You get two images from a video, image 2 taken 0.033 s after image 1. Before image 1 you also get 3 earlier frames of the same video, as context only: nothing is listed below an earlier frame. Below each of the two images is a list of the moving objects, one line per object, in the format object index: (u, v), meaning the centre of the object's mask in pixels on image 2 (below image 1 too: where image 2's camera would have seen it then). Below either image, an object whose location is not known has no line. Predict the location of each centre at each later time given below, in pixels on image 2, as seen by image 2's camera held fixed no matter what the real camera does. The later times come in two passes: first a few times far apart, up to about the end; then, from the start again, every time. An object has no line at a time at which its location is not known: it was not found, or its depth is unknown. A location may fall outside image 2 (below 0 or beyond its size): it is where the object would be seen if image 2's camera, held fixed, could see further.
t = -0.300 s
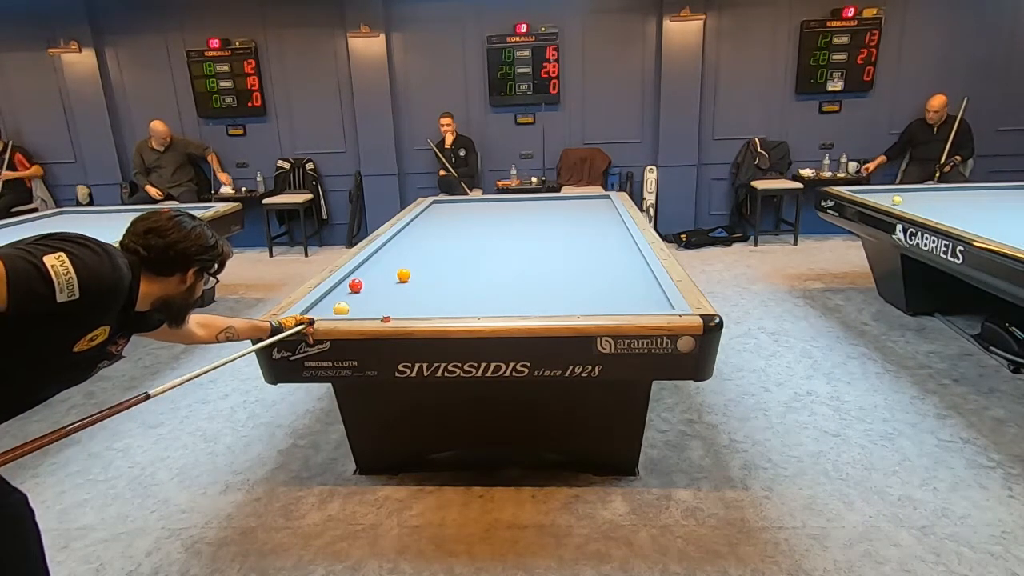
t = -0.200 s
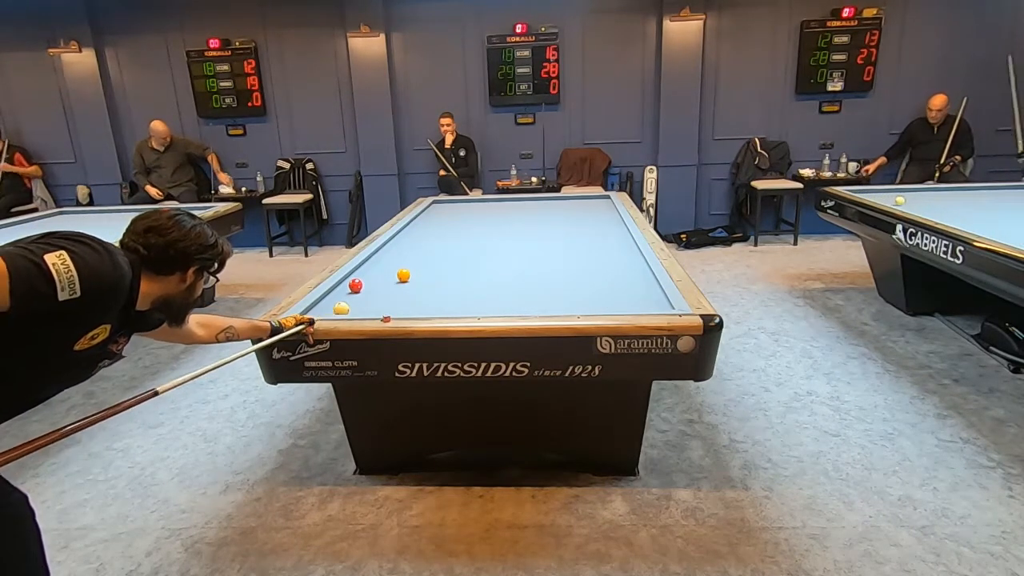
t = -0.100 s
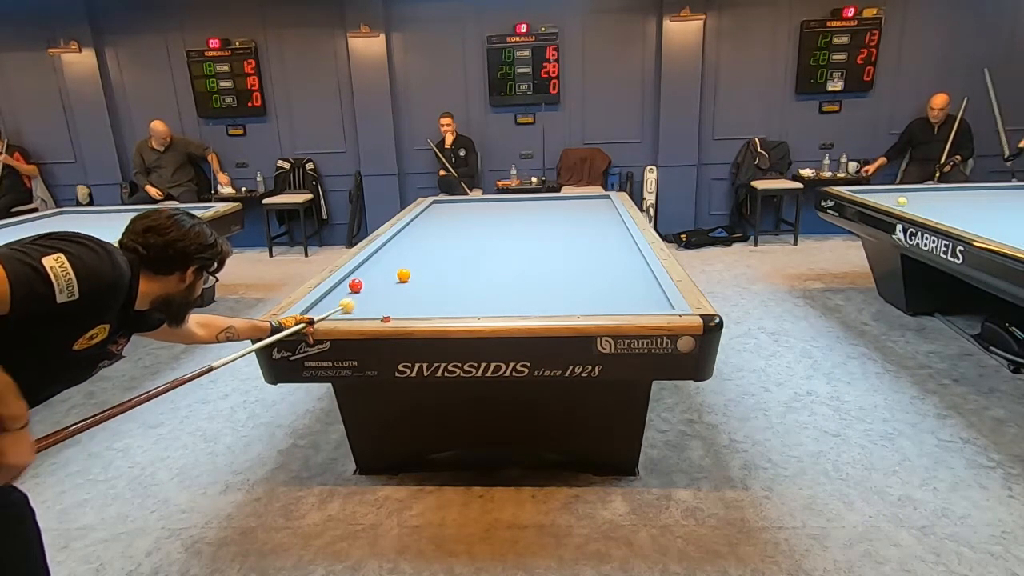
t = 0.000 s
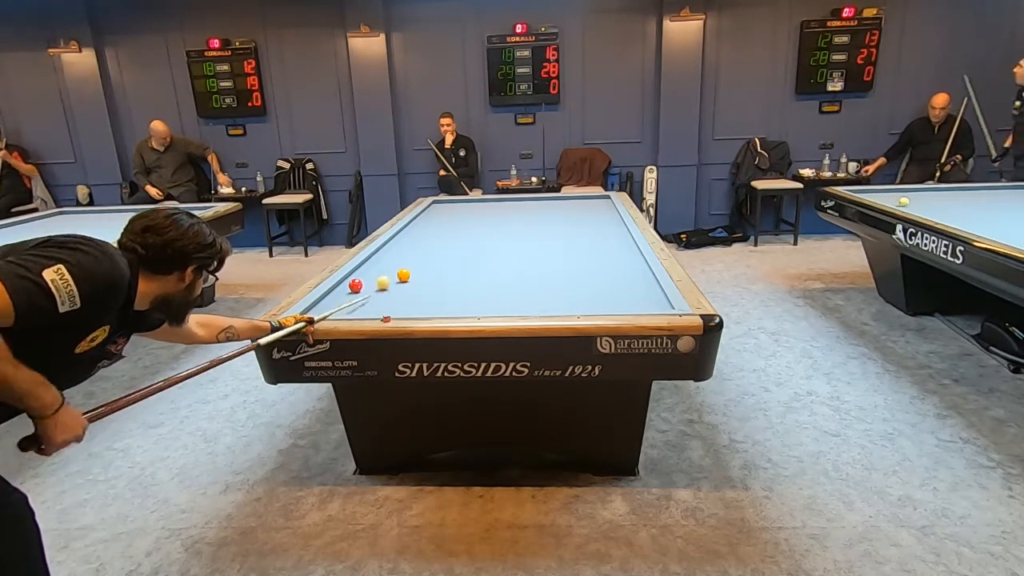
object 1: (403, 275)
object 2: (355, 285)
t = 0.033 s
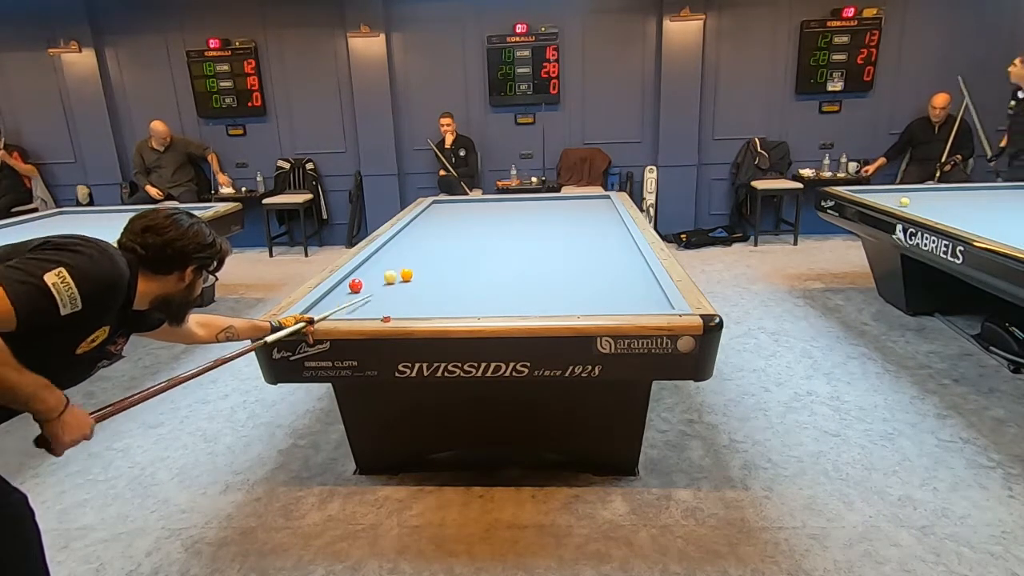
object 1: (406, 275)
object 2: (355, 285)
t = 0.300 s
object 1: (501, 253)
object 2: (355, 285)
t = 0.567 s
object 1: (563, 240)
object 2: (355, 285)
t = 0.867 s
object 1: (620, 227)
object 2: (354, 284)
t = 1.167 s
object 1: (585, 220)
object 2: (355, 285)
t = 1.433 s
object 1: (559, 215)
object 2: (355, 285)
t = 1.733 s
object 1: (534, 210)
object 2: (355, 285)
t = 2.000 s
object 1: (514, 206)
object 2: (355, 285)
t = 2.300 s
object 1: (493, 202)
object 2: (355, 285)
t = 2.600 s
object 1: (473, 200)
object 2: (355, 285)
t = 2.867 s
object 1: (453, 203)
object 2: (355, 285)
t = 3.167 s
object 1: (430, 207)
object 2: (355, 285)
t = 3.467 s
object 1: (439, 208)
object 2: (355, 285)
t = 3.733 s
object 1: (447, 210)
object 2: (355, 285)
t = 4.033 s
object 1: (457, 213)
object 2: (355, 285)
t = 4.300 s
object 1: (466, 215)
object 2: (355, 285)
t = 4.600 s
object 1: (476, 218)
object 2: (355, 285)
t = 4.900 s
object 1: (486, 221)
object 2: (355, 285)
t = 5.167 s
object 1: (495, 224)
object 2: (355, 285)
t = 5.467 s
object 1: (506, 226)
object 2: (355, 285)
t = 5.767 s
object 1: (517, 229)
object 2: (355, 285)
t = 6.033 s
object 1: (526, 232)
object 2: (355, 285)
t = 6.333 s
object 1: (537, 235)
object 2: (355, 285)
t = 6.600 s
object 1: (547, 237)
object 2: (357, 284)
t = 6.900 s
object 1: (558, 240)
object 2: (367, 281)
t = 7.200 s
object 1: (569, 243)
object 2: (376, 278)
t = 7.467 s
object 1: (579, 246)
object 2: (383, 275)
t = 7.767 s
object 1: (590, 249)
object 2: (391, 273)
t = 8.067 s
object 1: (601, 252)
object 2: (397, 270)
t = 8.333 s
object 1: (610, 254)
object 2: (403, 268)
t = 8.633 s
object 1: (621, 257)
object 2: (408, 267)
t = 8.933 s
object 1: (631, 260)
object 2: (412, 265)
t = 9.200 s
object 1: (640, 262)
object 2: (416, 264)
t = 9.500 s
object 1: (638, 264)
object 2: (419, 262)
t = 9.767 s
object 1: (635, 266)
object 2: (422, 262)
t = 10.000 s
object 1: (633, 267)
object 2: (424, 261)
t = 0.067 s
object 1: (420, 271)
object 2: (355, 285)
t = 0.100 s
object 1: (433, 268)
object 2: (355, 285)
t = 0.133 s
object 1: (447, 265)
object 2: (355, 285)
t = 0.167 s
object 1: (459, 263)
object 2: (355, 285)
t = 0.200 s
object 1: (470, 261)
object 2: (355, 285)
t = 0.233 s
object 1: (481, 258)
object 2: (355, 285)
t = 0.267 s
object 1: (491, 255)
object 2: (355, 285)
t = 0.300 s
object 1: (501, 253)
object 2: (355, 285)
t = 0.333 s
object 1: (509, 251)
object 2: (355, 285)
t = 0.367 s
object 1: (518, 250)
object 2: (355, 284)
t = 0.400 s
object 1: (526, 248)
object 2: (355, 284)
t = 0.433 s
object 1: (533, 246)
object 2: (354, 284)
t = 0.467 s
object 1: (541, 245)
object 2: (354, 283)
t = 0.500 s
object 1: (548, 243)
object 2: (354, 283)
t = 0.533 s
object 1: (556, 241)
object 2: (354, 283)
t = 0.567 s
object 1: (563, 240)
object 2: (355, 285)
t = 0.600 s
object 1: (569, 238)
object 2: (355, 285)
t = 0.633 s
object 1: (576, 237)
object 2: (354, 284)
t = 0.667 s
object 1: (583, 235)
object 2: (354, 284)
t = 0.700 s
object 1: (590, 234)
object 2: (357, 286)
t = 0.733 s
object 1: (596, 233)
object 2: (357, 286)
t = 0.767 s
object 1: (602, 231)
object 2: (357, 286)
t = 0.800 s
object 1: (608, 230)
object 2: (357, 286)
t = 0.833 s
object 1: (614, 228)
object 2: (354, 284)
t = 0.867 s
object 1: (620, 227)
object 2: (354, 284)
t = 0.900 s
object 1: (619, 226)
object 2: (354, 284)
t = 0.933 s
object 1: (614, 225)
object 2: (356, 286)
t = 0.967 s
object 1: (608, 225)
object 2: (356, 286)
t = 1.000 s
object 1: (604, 224)
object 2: (355, 286)
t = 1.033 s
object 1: (599, 223)
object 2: (355, 285)
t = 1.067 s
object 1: (595, 222)
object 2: (355, 285)
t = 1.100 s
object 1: (592, 222)
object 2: (355, 285)
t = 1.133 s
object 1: (588, 221)
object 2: (355, 285)
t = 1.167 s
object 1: (585, 220)
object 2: (355, 285)
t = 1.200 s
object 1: (582, 220)
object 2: (355, 285)
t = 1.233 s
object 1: (578, 219)
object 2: (355, 285)
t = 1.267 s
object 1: (575, 218)
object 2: (355, 285)
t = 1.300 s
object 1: (572, 218)
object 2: (355, 285)
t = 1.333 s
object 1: (568, 217)
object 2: (355, 285)
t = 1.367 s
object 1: (566, 217)
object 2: (355, 285)
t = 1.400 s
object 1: (562, 216)
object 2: (355, 285)
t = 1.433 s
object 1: (559, 215)
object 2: (355, 285)
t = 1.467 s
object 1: (556, 214)
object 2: (355, 285)
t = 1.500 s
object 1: (553, 214)
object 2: (355, 285)
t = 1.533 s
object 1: (550, 213)
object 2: (355, 285)
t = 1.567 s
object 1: (548, 213)
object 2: (355, 285)
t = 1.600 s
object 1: (545, 212)
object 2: (355, 285)
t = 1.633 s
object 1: (542, 211)
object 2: (355, 285)
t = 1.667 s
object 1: (539, 211)
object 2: (355, 285)
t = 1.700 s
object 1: (536, 210)
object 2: (355, 285)
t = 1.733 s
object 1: (534, 210)
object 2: (355, 285)
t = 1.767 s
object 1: (531, 209)
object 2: (355, 285)
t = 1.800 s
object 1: (529, 209)
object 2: (355, 285)
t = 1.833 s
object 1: (526, 208)
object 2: (355, 285)
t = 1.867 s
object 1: (523, 208)
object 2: (355, 285)
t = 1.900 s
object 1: (521, 208)
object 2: (355, 285)
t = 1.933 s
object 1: (518, 207)
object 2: (355, 285)
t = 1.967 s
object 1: (516, 207)
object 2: (355, 285)
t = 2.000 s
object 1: (514, 206)
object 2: (355, 285)
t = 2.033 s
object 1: (510, 205)
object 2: (355, 285)
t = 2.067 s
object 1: (509, 205)
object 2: (355, 285)
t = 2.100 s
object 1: (506, 204)
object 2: (355, 285)
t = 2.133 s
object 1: (504, 204)
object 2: (355, 285)
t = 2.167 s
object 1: (502, 203)
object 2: (355, 285)
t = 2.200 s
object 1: (500, 203)
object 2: (355, 285)
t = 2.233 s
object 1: (498, 203)
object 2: (355, 285)
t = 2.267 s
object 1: (495, 203)
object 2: (355, 285)
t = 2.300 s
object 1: (493, 202)
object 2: (355, 285)
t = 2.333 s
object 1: (491, 202)
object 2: (355, 285)
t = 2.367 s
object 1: (489, 202)
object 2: (355, 285)
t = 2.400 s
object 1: (487, 201)
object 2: (355, 285)
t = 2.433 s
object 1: (485, 201)
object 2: (355, 285)
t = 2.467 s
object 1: (483, 200)
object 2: (355, 285)
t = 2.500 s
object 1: (481, 200)
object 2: (355, 285)
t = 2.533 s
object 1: (478, 200)
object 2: (355, 285)
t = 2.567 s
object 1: (476, 200)
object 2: (355, 285)
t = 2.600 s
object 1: (473, 200)
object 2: (355, 285)
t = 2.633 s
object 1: (471, 201)
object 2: (355, 285)
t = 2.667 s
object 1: (468, 201)
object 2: (355, 285)
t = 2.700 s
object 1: (466, 201)
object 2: (355, 285)
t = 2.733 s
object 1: (464, 201)
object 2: (355, 285)
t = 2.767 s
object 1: (461, 202)
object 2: (355, 285)
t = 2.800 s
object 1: (458, 202)
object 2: (355, 285)
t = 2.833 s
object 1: (456, 202)
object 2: (355, 285)
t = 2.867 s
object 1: (453, 203)
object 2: (355, 285)
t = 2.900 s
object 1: (451, 203)
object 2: (355, 285)
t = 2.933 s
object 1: (448, 203)
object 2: (355, 285)
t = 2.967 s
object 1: (445, 204)
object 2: (355, 285)
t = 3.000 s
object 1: (443, 204)
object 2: (355, 285)
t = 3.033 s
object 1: (440, 204)
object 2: (355, 285)
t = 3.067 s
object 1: (438, 205)
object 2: (355, 285)
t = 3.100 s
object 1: (435, 205)
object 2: (355, 285)
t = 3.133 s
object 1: (432, 206)
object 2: (355, 285)
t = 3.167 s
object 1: (430, 207)
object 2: (355, 285)
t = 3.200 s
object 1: (430, 206)
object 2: (355, 285)
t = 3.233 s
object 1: (432, 207)
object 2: (355, 285)
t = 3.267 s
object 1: (433, 207)
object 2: (355, 285)
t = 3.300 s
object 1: (434, 207)
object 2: (355, 285)
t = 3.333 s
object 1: (435, 208)
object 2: (355, 285)
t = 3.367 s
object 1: (436, 208)
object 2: (355, 285)
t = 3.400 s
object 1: (437, 208)
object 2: (355, 285)
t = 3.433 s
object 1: (438, 208)
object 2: (355, 285)
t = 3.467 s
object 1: (439, 208)
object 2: (355, 285)
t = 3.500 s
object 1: (440, 208)
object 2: (355, 285)
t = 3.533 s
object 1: (441, 209)
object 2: (355, 285)
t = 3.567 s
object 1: (442, 209)
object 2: (355, 285)
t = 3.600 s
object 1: (443, 209)
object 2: (355, 285)
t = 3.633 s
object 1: (444, 210)
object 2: (355, 285)
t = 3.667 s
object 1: (445, 210)
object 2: (355, 285)
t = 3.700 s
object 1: (446, 210)
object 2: (355, 285)
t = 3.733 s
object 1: (447, 210)
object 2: (355, 285)
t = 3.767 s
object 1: (448, 211)
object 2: (355, 285)
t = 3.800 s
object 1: (449, 211)
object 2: (355, 285)
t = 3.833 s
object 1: (451, 211)
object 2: (355, 285)
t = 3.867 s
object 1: (451, 211)
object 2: (355, 285)
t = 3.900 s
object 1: (452, 212)
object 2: (355, 285)
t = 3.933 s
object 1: (454, 212)
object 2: (355, 285)
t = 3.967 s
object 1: (455, 212)
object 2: (355, 285)
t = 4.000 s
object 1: (456, 213)
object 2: (355, 285)
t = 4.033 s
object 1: (457, 213)
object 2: (355, 285)
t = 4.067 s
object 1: (458, 213)
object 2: (355, 285)
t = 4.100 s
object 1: (459, 214)
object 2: (355, 285)
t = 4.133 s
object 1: (460, 214)
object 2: (355, 285)
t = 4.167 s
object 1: (462, 214)
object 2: (355, 285)
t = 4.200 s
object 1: (462, 214)
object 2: (355, 285)
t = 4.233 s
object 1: (464, 215)
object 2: (355, 285)
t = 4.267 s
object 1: (465, 215)
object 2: (355, 285)
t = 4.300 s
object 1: (466, 215)
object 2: (355, 285)
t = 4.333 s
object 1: (467, 216)
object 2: (355, 285)
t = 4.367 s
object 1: (468, 216)
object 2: (355, 285)
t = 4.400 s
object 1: (469, 216)
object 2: (355, 285)
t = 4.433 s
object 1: (470, 217)
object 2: (355, 285)
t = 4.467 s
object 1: (472, 217)
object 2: (355, 285)
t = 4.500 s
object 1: (473, 217)
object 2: (355, 285)
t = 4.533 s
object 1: (474, 218)
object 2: (355, 285)
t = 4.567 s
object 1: (475, 218)
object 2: (355, 285)
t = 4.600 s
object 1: (476, 218)
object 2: (355, 285)
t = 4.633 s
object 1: (477, 219)
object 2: (355, 285)
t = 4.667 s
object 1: (478, 219)
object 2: (355, 285)
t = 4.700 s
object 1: (479, 219)
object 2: (355, 285)
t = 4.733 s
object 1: (481, 219)
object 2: (355, 285)
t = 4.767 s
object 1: (482, 220)
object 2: (355, 285)
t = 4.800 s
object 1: (483, 220)
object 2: (355, 285)
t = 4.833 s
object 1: (484, 220)
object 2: (355, 285)
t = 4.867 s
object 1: (485, 221)
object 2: (355, 285)
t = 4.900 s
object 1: (486, 221)
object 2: (355, 285)
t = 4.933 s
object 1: (487, 221)
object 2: (355, 285)
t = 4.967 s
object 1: (488, 222)
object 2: (355, 285)
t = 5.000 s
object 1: (490, 222)
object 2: (355, 285)
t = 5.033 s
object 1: (491, 222)
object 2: (355, 285)
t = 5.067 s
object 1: (492, 222)
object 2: (355, 285)
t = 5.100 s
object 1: (493, 223)
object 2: (355, 285)
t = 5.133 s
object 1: (494, 223)
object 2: (355, 285)
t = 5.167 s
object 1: (495, 224)
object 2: (355, 285)
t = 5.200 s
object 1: (497, 224)
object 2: (355, 285)
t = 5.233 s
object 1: (498, 224)
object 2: (355, 285)
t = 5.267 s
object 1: (499, 224)
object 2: (355, 285)
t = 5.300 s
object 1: (500, 225)
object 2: (355, 285)
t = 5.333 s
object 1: (501, 225)
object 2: (355, 285)
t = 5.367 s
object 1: (502, 225)
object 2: (355, 285)
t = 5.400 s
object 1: (504, 226)
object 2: (355, 285)
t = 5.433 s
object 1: (505, 226)
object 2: (355, 285)
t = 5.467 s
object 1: (506, 226)
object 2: (355, 285)
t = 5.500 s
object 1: (507, 227)
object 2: (355, 285)
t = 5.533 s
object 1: (508, 227)
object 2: (355, 285)
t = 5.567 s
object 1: (509, 227)
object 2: (355, 285)
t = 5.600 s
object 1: (511, 227)
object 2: (355, 285)
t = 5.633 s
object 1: (512, 228)
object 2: (355, 285)
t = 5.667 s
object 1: (513, 228)
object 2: (355, 285)
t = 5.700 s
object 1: (514, 228)
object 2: (355, 285)
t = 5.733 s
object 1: (516, 229)
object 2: (355, 285)
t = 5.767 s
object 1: (517, 229)
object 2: (355, 285)
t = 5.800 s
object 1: (518, 230)
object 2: (355, 285)
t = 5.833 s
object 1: (519, 230)
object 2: (355, 285)
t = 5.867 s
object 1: (520, 230)
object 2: (355, 285)
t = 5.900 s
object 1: (522, 230)
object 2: (355, 285)
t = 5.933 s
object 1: (523, 231)
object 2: (355, 285)
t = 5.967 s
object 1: (524, 231)
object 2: (355, 285)
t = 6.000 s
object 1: (525, 231)
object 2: (355, 285)
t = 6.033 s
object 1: (526, 232)
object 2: (355, 285)
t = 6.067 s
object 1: (527, 232)
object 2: (355, 285)
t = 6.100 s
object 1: (529, 233)
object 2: (355, 285)
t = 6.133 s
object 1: (530, 233)
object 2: (355, 285)
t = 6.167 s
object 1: (531, 233)
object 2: (355, 285)
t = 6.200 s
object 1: (532, 233)
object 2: (355, 285)
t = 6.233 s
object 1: (534, 234)
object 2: (355, 285)
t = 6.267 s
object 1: (535, 234)
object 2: (355, 285)
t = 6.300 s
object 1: (536, 235)
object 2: (355, 285)
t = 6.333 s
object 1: (537, 235)
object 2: (355, 285)
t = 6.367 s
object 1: (538, 235)
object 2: (355, 285)
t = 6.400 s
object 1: (540, 235)
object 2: (355, 285)
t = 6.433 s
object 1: (541, 236)
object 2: (355, 285)
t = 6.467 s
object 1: (542, 236)
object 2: (355, 285)
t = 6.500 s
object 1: (543, 236)
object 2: (355, 285)
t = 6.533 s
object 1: (544, 236)
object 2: (355, 285)
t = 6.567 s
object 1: (546, 237)
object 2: (356, 285)
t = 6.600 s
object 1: (547, 237)
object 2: (357, 284)
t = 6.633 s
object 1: (548, 237)
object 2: (358, 284)
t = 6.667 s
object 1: (550, 238)
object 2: (359, 284)
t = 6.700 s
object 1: (551, 238)
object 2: (360, 283)
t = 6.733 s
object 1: (552, 239)
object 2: (361, 283)
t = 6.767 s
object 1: (553, 239)
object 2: (362, 282)
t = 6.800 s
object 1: (554, 239)
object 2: (364, 282)
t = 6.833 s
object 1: (556, 240)
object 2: (365, 282)
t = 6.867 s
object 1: (557, 240)
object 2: (366, 281)
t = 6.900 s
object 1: (558, 240)
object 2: (367, 281)
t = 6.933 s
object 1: (559, 241)
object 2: (368, 281)
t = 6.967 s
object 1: (560, 241)
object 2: (369, 280)
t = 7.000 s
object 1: (562, 241)
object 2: (370, 280)
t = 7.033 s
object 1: (563, 242)
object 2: (371, 280)
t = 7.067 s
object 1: (564, 242)
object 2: (372, 279)
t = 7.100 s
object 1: (566, 242)
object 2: (373, 279)
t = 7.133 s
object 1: (567, 243)
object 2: (374, 278)
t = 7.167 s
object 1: (568, 243)
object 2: (375, 278)
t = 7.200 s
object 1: (569, 243)
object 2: (376, 278)
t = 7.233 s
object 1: (570, 244)
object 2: (377, 277)
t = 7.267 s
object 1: (572, 244)
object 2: (378, 277)
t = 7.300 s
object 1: (573, 244)
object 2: (379, 277)
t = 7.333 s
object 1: (574, 245)
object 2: (380, 276)
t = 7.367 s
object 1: (575, 245)
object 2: (380, 276)
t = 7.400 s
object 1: (577, 245)
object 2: (381, 276)
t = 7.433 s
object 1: (578, 246)
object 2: (382, 276)
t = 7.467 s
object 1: (579, 246)
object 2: (383, 275)
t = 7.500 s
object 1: (580, 246)
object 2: (384, 275)
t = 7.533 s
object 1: (582, 247)
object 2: (385, 275)
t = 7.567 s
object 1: (583, 247)
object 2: (386, 274)
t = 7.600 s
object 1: (584, 248)
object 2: (386, 274)
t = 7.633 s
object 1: (585, 248)
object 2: (387, 274)
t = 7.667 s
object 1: (587, 248)
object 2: (388, 273)
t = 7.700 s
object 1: (588, 248)
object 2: (389, 273)
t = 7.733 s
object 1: (589, 249)
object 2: (390, 273)
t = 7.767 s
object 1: (590, 249)
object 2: (391, 273)
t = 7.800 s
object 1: (591, 249)
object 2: (391, 272)
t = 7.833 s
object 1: (593, 250)
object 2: (392, 272)
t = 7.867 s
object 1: (594, 250)
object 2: (393, 272)
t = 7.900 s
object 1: (595, 250)
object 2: (394, 272)
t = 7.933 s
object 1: (596, 250)
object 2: (394, 271)
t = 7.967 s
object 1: (597, 251)
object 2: (395, 271)
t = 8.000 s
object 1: (599, 251)
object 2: (396, 271)
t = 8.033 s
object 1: (600, 251)
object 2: (397, 270)
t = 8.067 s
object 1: (601, 252)
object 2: (397, 270)
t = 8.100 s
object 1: (602, 252)
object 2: (398, 270)
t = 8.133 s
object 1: (604, 252)
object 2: (399, 270)
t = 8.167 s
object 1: (605, 253)
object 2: (399, 270)
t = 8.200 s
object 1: (606, 253)
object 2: (400, 269)
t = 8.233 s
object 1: (607, 253)
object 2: (401, 269)
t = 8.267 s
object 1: (608, 254)
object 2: (401, 269)
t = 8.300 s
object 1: (609, 254)
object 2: (402, 269)
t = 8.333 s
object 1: (610, 254)
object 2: (403, 268)
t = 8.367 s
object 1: (612, 254)
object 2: (403, 268)
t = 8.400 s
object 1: (613, 255)
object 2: (404, 268)
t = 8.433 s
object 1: (614, 255)
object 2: (404, 268)
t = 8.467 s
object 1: (615, 256)
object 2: (405, 268)
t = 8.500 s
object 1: (616, 256)
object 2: (405, 267)
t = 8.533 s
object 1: (617, 256)
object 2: (406, 267)
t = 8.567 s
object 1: (619, 257)
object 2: (407, 267)
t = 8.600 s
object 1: (620, 257)
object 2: (407, 267)
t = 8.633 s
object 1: (621, 257)
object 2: (408, 267)
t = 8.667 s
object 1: (622, 258)
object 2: (408, 266)
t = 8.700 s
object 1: (623, 258)
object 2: (409, 266)
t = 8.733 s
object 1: (624, 258)
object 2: (409, 266)
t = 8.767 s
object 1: (626, 258)
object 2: (410, 266)
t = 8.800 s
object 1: (627, 259)
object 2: (410, 266)
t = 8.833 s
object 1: (628, 259)
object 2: (411, 265)
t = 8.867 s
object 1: (629, 259)
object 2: (411, 265)
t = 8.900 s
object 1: (630, 260)
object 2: (412, 265)
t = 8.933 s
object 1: (631, 260)
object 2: (412, 265)
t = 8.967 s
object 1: (632, 260)
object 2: (413, 265)
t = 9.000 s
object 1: (633, 261)
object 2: (413, 265)
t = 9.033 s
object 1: (634, 261)
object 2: (414, 265)
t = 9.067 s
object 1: (636, 261)
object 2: (414, 264)
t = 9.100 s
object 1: (637, 262)
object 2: (415, 264)
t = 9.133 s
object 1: (638, 262)
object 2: (415, 264)
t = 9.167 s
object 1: (639, 262)
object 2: (415, 264)
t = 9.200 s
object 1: (640, 262)
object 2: (416, 264)
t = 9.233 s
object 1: (640, 263)
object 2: (416, 264)
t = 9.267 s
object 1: (640, 263)
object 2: (416, 263)
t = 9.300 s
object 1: (640, 263)
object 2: (417, 263)
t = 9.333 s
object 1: (640, 263)
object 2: (417, 263)
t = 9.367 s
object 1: (639, 263)
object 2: (418, 263)
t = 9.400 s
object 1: (639, 263)
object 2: (418, 263)
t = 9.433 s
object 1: (639, 264)
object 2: (419, 263)
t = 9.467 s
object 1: (638, 264)
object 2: (419, 262)
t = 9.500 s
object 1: (638, 264)
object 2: (419, 262)
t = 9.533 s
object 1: (638, 264)
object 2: (419, 262)
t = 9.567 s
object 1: (637, 265)
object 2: (420, 262)
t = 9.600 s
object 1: (637, 265)
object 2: (420, 262)
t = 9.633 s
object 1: (636, 265)
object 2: (421, 262)
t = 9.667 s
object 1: (636, 266)
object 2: (421, 262)
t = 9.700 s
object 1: (636, 266)
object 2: (421, 262)
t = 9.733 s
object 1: (635, 266)
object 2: (421, 262)
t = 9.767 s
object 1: (635, 266)
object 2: (422, 262)
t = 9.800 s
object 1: (635, 267)
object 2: (422, 262)
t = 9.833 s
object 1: (634, 267)
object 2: (422, 262)
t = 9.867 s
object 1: (634, 267)
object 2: (422, 262)
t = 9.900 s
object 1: (634, 267)
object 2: (423, 261)
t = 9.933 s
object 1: (633, 267)
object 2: (423, 261)
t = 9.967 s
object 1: (633, 267)
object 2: (423, 261)
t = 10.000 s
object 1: (633, 267)
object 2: (424, 261)
